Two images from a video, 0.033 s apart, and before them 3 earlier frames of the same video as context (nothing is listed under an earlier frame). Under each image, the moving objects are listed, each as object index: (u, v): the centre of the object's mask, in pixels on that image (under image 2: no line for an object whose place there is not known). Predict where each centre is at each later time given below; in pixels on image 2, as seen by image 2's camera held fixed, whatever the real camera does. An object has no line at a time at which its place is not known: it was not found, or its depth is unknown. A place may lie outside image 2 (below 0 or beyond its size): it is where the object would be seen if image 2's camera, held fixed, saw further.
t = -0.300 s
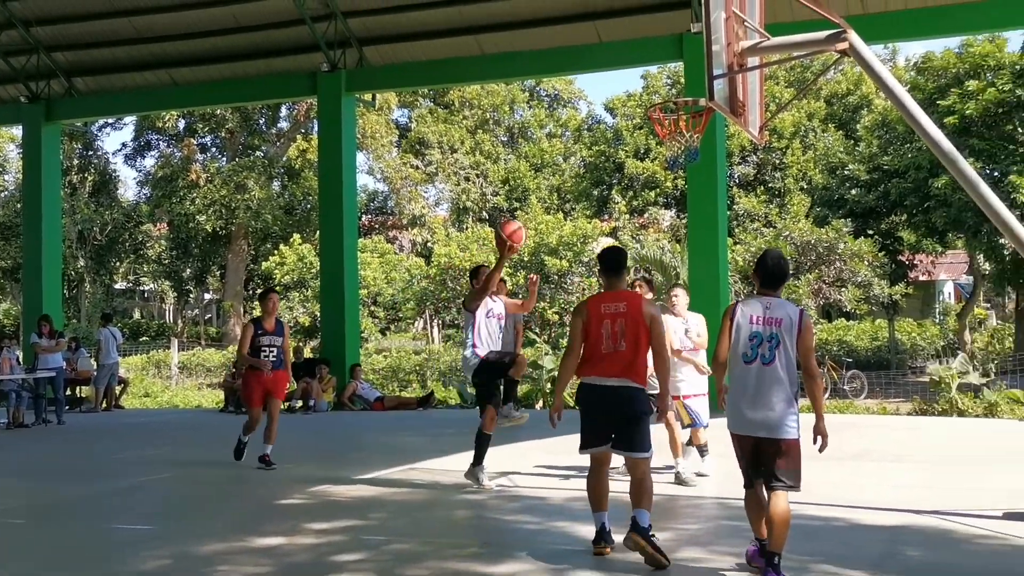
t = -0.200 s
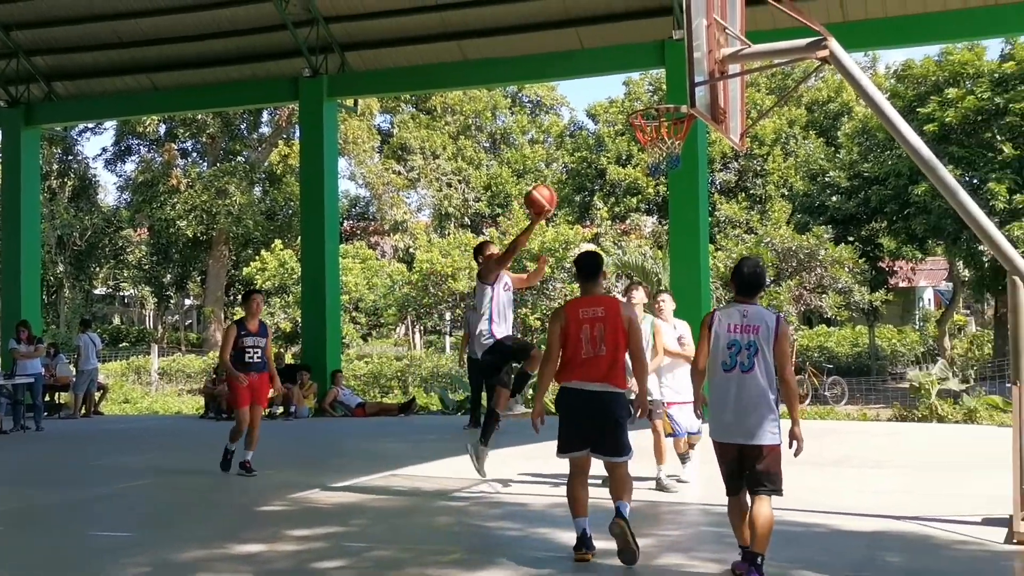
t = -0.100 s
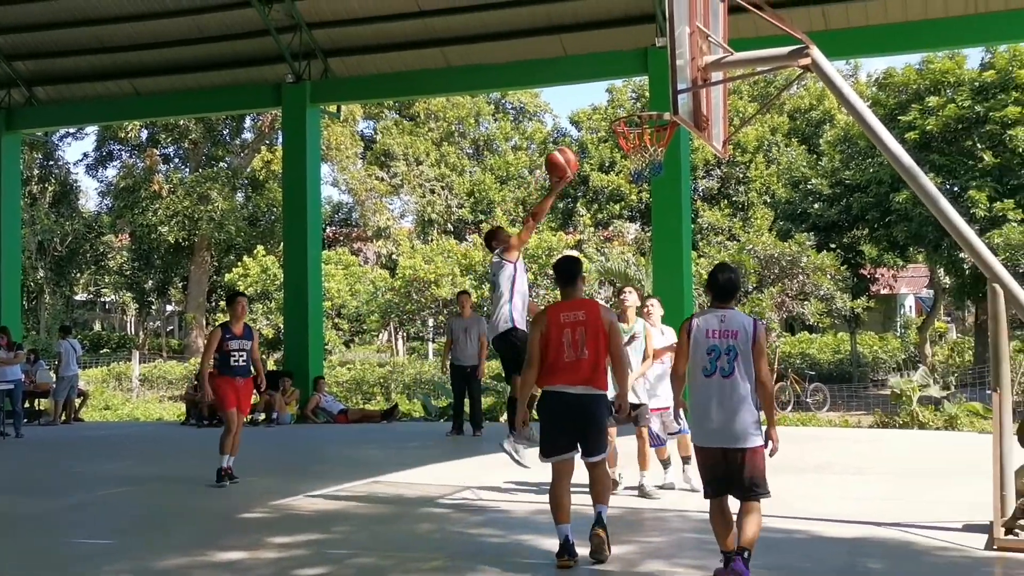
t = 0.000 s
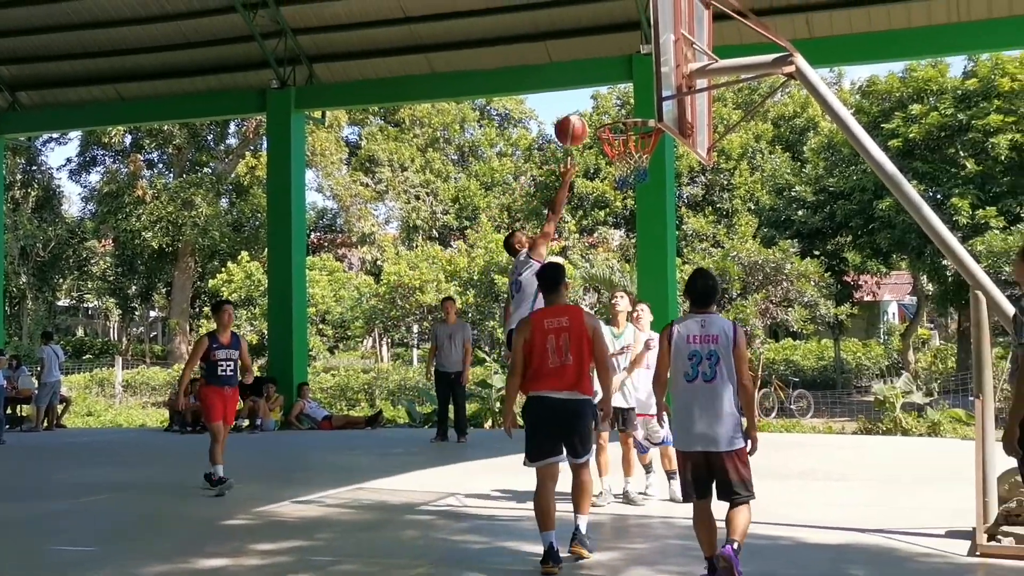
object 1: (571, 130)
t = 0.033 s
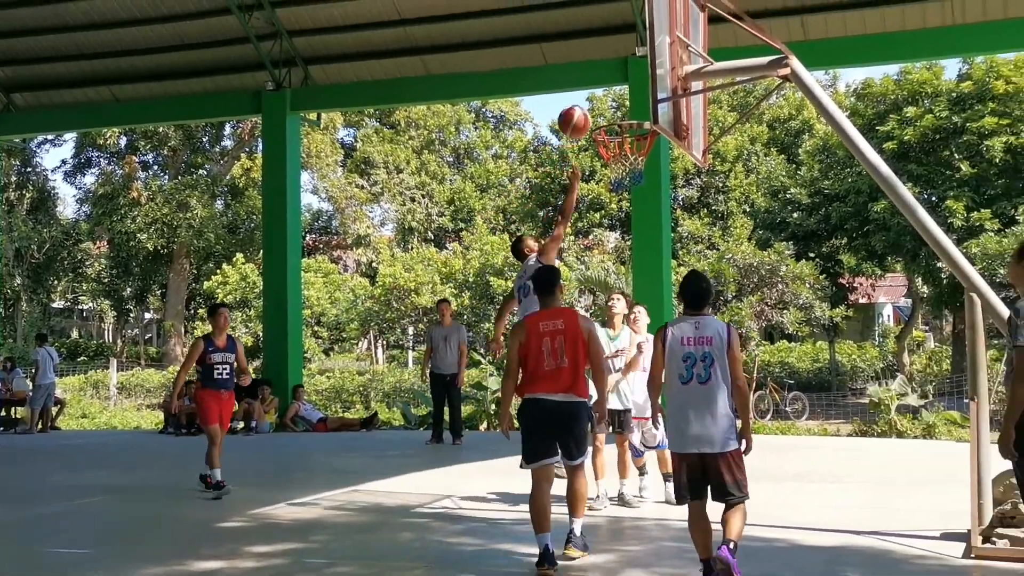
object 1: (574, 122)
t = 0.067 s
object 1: (584, 112)
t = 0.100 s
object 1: (594, 104)
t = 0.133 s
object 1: (604, 97)
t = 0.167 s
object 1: (613, 92)
